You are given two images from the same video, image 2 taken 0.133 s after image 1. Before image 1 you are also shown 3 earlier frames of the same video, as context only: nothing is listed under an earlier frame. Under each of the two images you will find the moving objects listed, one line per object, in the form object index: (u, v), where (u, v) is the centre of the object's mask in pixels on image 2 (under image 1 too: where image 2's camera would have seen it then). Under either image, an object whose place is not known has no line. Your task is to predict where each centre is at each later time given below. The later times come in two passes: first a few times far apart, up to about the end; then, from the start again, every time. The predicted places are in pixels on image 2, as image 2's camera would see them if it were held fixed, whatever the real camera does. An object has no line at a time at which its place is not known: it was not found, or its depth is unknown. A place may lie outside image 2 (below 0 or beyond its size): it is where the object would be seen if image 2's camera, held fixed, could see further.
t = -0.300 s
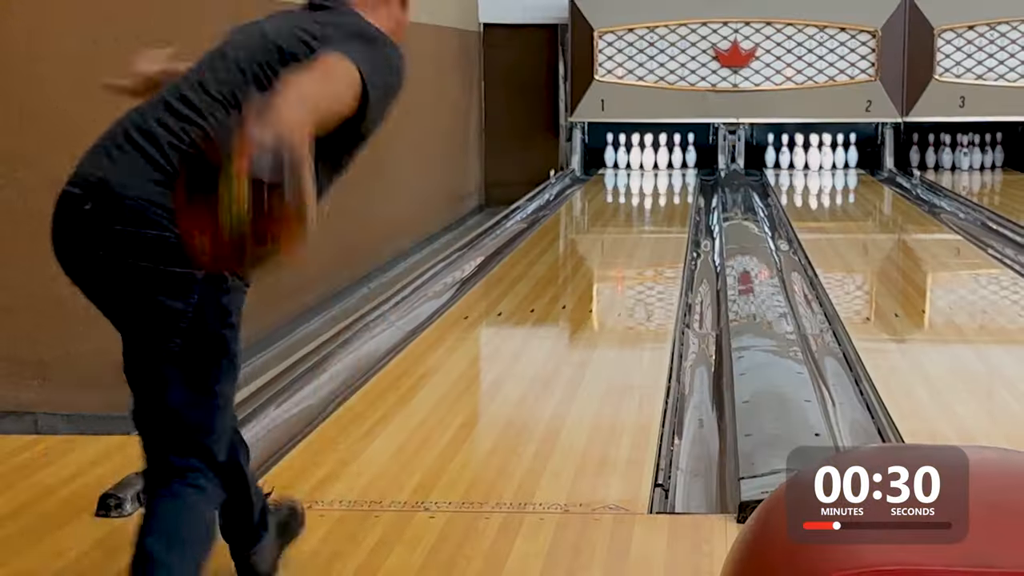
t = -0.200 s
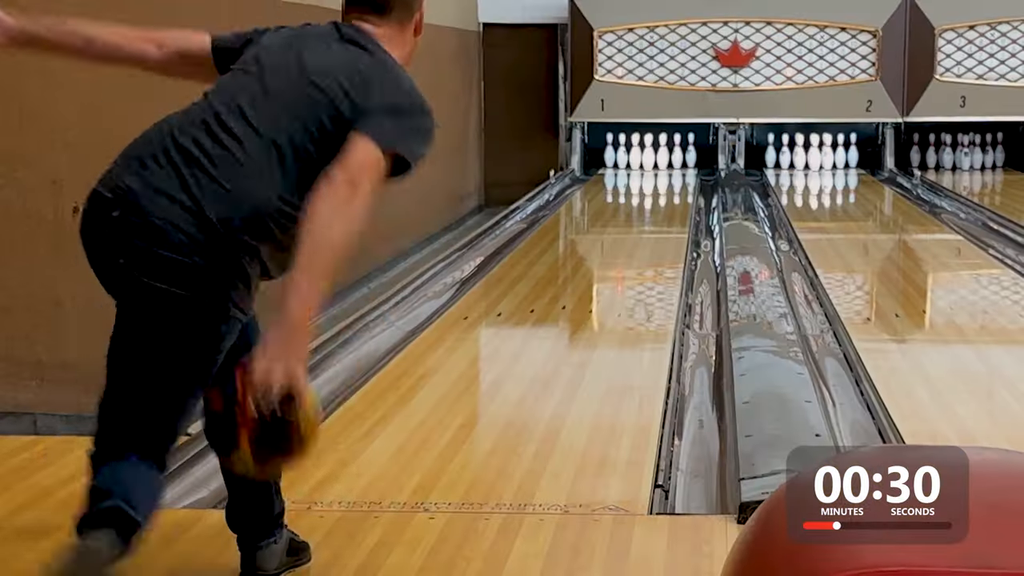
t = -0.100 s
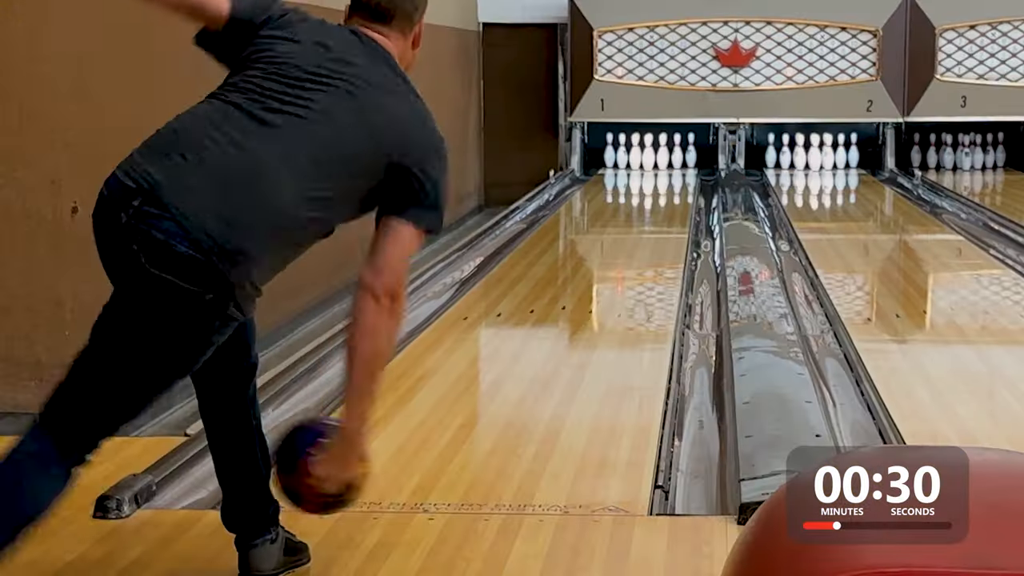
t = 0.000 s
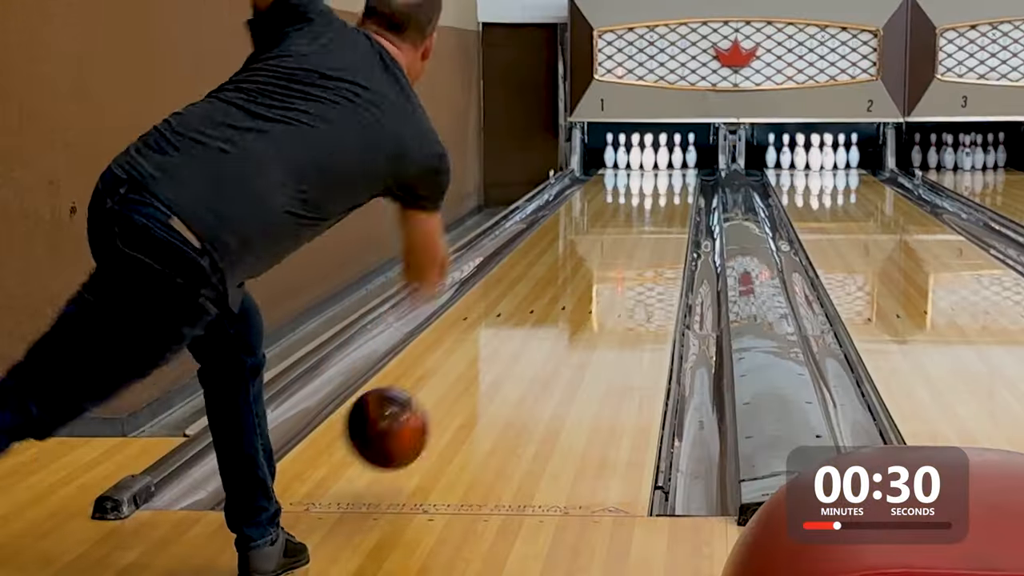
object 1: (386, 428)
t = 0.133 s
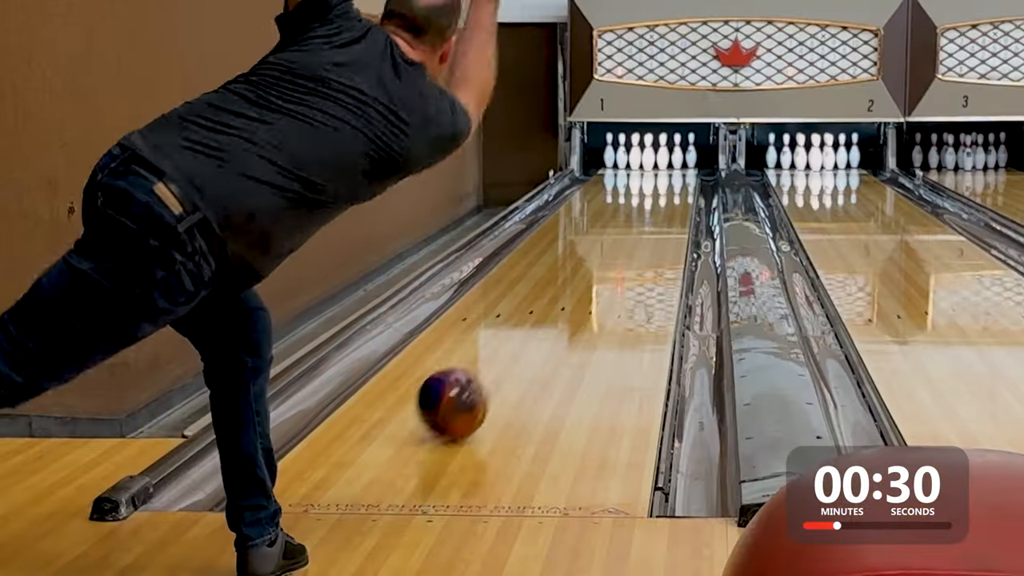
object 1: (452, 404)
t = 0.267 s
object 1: (500, 361)
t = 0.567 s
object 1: (570, 296)
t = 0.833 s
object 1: (609, 259)
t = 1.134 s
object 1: (639, 229)
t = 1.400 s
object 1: (656, 210)
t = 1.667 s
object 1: (668, 195)
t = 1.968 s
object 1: (674, 181)
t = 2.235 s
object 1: (670, 172)
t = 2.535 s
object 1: (655, 162)
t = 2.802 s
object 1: (653, 158)
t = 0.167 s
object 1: (466, 390)
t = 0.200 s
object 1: (477, 381)
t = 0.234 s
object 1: (489, 371)
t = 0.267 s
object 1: (500, 361)
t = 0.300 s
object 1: (510, 352)
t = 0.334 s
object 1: (519, 344)
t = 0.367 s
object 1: (527, 336)
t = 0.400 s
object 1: (535, 328)
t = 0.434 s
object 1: (543, 321)
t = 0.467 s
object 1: (550, 314)
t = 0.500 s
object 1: (557, 307)
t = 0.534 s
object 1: (565, 301)
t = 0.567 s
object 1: (570, 296)
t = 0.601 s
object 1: (576, 291)
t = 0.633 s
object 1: (581, 285)
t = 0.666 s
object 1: (587, 280)
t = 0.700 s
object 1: (591, 275)
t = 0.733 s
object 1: (596, 271)
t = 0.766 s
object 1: (601, 266)
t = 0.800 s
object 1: (605, 263)
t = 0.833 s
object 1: (609, 259)
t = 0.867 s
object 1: (613, 255)
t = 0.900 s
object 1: (616, 251)
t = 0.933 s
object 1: (620, 248)
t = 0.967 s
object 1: (623, 244)
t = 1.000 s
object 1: (627, 241)
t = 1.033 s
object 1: (630, 238)
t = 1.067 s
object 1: (633, 235)
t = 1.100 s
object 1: (636, 232)
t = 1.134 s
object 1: (639, 229)
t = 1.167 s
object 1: (641, 226)
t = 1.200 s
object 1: (643, 224)
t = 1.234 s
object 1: (646, 221)
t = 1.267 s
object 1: (648, 219)
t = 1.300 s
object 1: (650, 216)
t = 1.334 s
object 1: (652, 214)
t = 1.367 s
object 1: (655, 212)
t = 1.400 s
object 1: (656, 210)
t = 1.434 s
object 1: (658, 208)
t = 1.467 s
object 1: (660, 206)
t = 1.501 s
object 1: (661, 204)
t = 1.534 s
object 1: (663, 202)
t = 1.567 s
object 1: (664, 200)
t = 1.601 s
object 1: (666, 199)
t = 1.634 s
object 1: (667, 197)
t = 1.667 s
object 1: (668, 195)
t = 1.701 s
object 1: (669, 193)
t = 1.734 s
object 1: (670, 192)
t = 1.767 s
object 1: (671, 190)
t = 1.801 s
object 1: (672, 189)
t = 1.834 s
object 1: (672, 187)
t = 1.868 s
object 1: (673, 185)
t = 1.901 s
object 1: (674, 184)
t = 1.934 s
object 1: (674, 183)
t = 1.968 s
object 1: (674, 181)
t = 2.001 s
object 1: (674, 180)
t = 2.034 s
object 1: (674, 179)
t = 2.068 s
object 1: (674, 177)
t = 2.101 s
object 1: (674, 176)
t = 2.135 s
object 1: (673, 175)
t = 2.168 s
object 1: (672, 173)
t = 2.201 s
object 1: (671, 172)
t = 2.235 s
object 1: (670, 172)
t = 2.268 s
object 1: (669, 170)
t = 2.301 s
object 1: (667, 170)
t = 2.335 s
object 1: (666, 169)
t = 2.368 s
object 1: (664, 168)
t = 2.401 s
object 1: (663, 167)
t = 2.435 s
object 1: (661, 166)
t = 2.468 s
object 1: (659, 164)
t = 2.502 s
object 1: (657, 164)
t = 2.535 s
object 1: (655, 162)
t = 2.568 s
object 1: (653, 162)
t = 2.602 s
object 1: (654, 162)
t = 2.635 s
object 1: (654, 161)
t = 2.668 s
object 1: (653, 160)
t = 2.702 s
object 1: (652, 160)
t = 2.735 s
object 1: (653, 160)
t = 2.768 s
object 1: (653, 159)
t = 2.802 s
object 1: (653, 158)
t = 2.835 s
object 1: (653, 158)
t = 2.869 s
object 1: (652, 158)
